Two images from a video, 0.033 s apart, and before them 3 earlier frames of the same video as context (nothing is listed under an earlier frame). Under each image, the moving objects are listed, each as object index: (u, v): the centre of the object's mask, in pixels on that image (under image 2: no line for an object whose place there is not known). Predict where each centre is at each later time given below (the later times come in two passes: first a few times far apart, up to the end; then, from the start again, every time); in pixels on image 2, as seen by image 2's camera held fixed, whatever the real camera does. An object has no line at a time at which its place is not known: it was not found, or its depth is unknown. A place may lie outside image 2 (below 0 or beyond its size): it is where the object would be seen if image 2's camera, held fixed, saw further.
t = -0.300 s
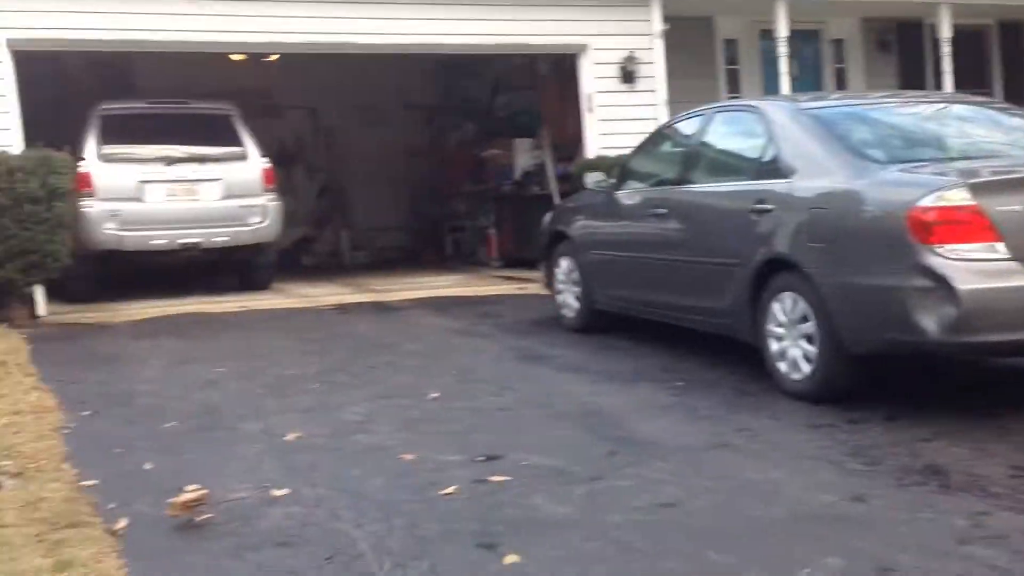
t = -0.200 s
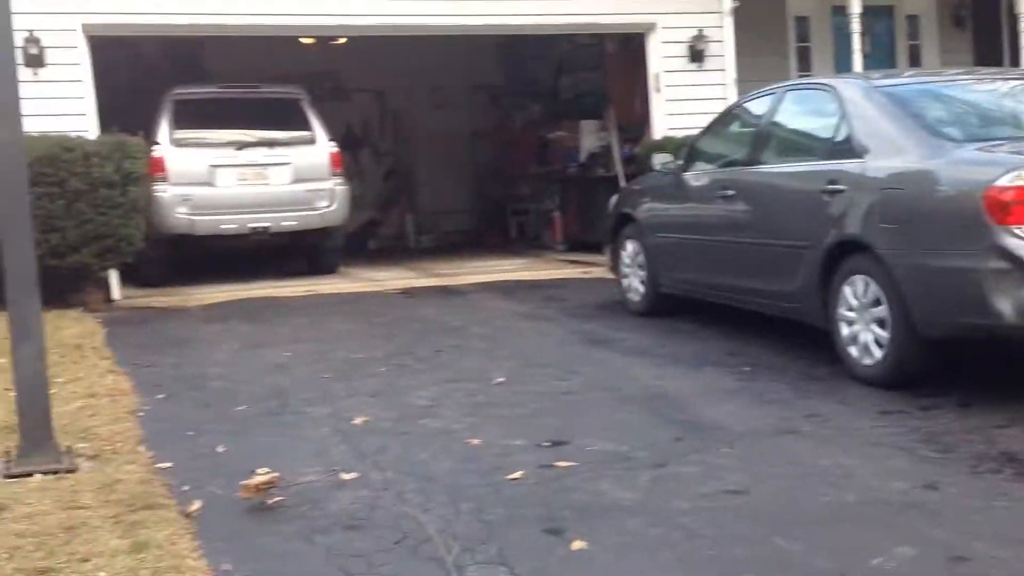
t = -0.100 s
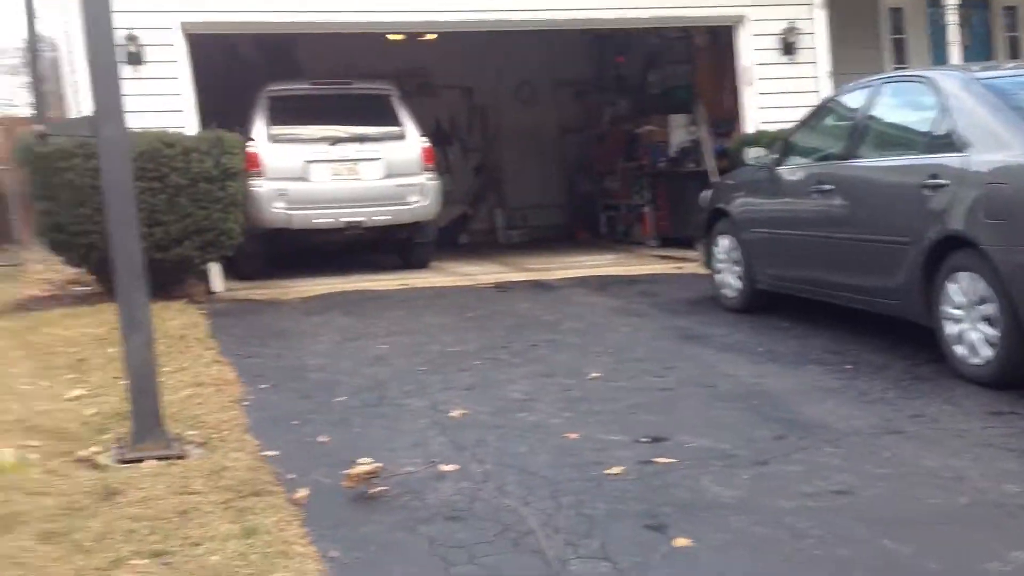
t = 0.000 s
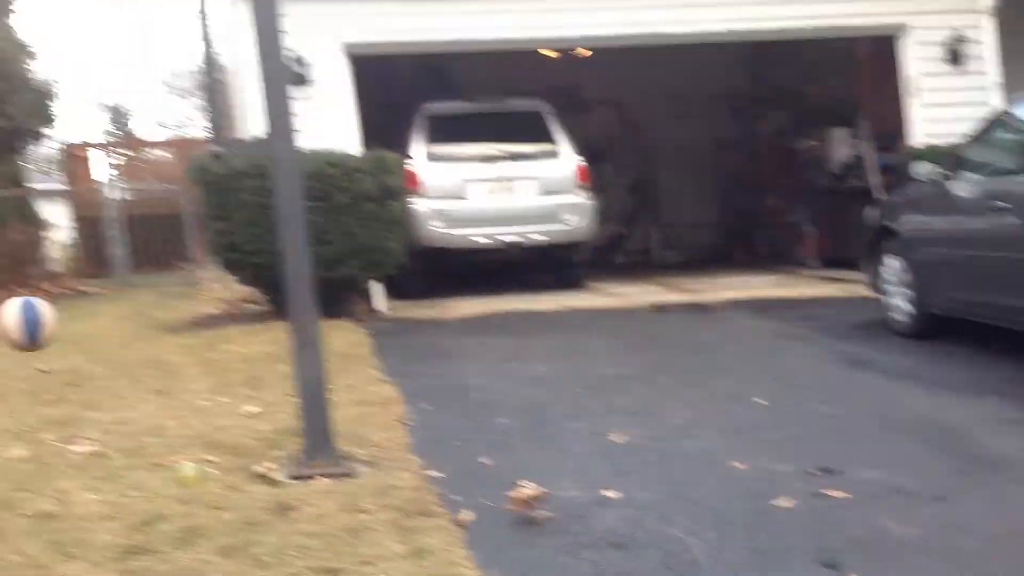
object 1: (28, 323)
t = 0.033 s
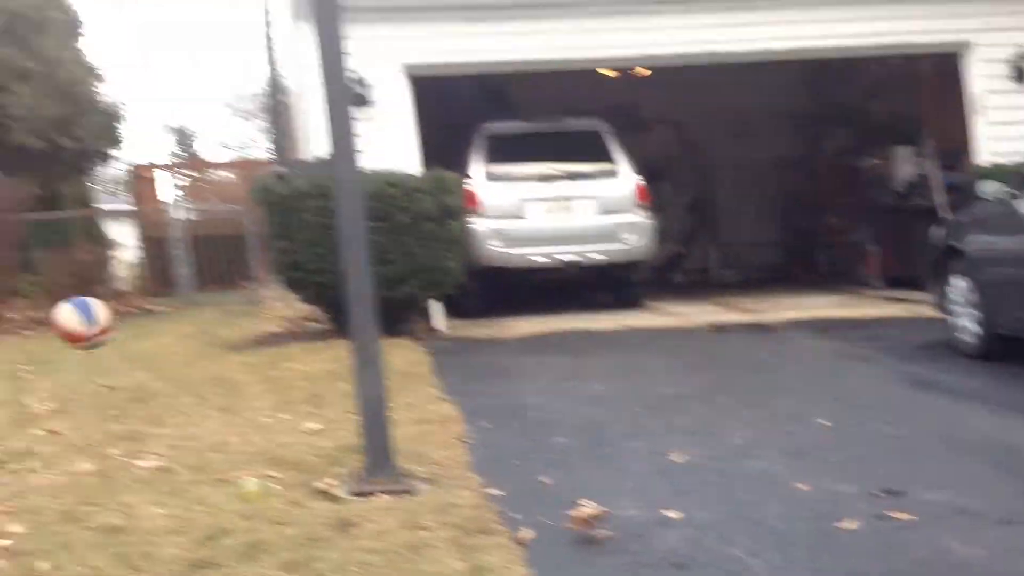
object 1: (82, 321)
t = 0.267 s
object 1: (26, 272)
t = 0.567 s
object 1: (-27, 370)
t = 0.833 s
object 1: (-75, 384)
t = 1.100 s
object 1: (-117, 384)
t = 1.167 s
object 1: (-124, 381)
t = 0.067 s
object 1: (73, 308)
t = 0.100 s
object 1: (64, 297)
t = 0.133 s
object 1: (57, 286)
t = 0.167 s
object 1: (49, 280)
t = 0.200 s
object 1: (41, 276)
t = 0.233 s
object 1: (34, 274)
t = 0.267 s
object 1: (26, 272)
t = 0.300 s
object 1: (19, 276)
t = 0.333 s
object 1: (12, 281)
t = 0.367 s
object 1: (6, 287)
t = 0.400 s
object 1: (-1, 295)
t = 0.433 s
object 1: (-7, 306)
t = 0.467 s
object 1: (-12, 318)
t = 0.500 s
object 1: (-17, 333)
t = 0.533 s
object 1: (-23, 351)
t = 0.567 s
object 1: (-27, 370)
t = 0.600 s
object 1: (-32, 390)
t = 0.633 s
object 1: (-36, 410)
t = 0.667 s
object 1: (-44, 411)
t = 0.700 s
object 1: (-50, 403)
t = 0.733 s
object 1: (-57, 394)
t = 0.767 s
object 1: (-63, 389)
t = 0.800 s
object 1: (-69, 386)
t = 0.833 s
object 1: (-75, 384)
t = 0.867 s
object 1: (-80, 384)
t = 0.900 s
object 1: (-86, 385)
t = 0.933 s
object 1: (-90, 389)
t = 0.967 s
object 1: (-97, 394)
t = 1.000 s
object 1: (-101, 394)
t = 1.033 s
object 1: (-106, 390)
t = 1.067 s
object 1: (-112, 385)
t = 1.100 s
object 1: (-117, 384)
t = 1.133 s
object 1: (-122, 381)
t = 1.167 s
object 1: (-124, 381)
